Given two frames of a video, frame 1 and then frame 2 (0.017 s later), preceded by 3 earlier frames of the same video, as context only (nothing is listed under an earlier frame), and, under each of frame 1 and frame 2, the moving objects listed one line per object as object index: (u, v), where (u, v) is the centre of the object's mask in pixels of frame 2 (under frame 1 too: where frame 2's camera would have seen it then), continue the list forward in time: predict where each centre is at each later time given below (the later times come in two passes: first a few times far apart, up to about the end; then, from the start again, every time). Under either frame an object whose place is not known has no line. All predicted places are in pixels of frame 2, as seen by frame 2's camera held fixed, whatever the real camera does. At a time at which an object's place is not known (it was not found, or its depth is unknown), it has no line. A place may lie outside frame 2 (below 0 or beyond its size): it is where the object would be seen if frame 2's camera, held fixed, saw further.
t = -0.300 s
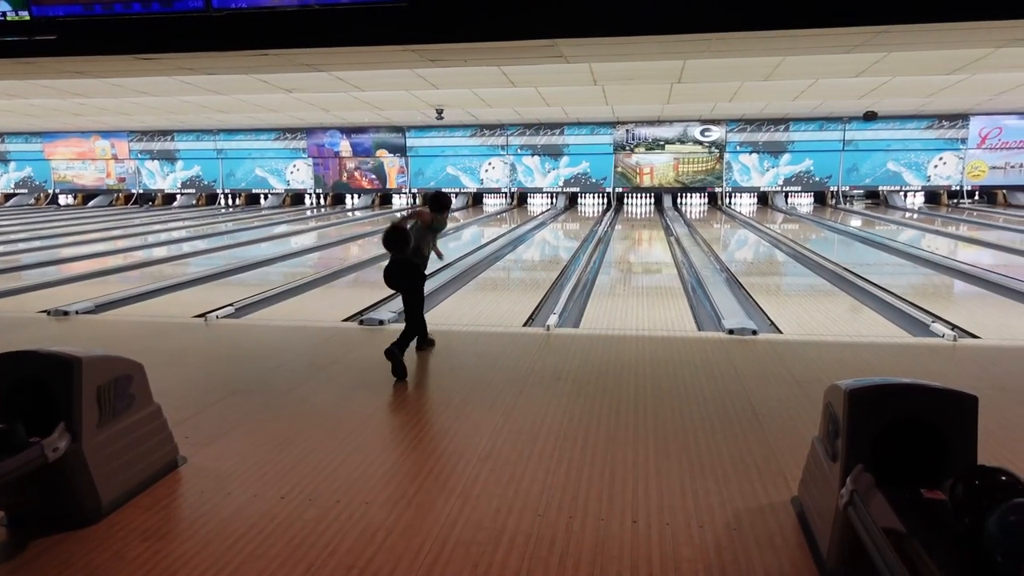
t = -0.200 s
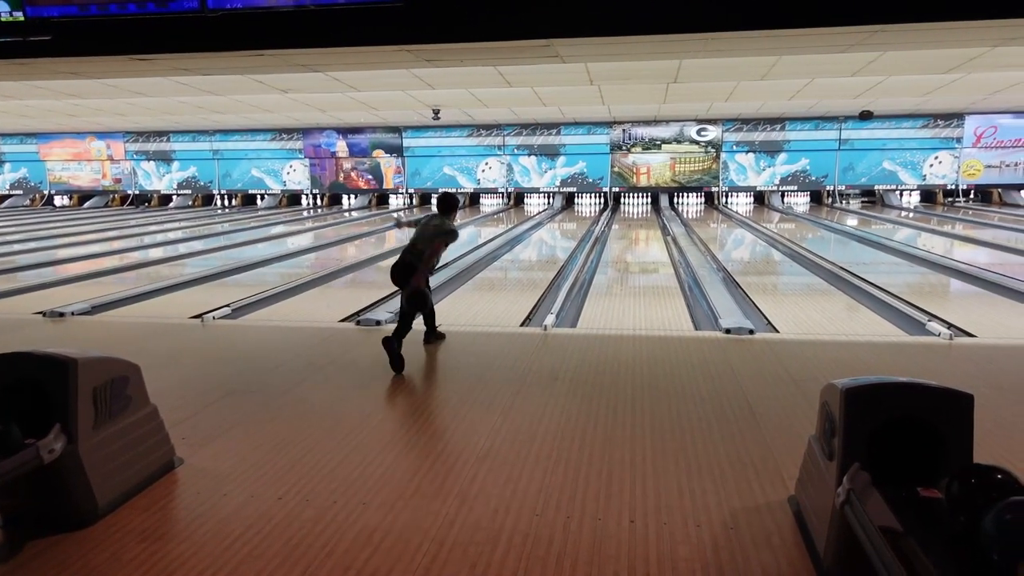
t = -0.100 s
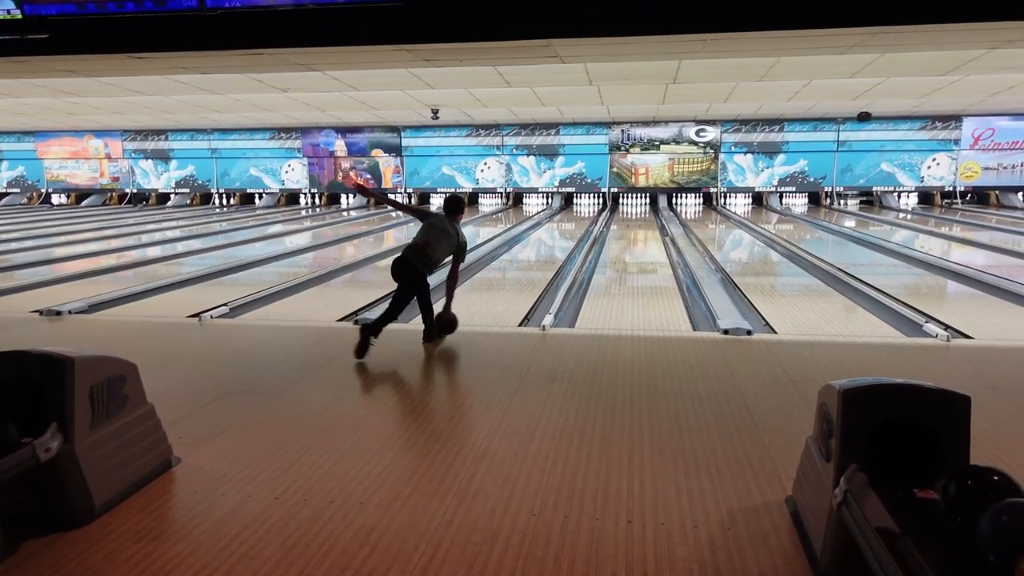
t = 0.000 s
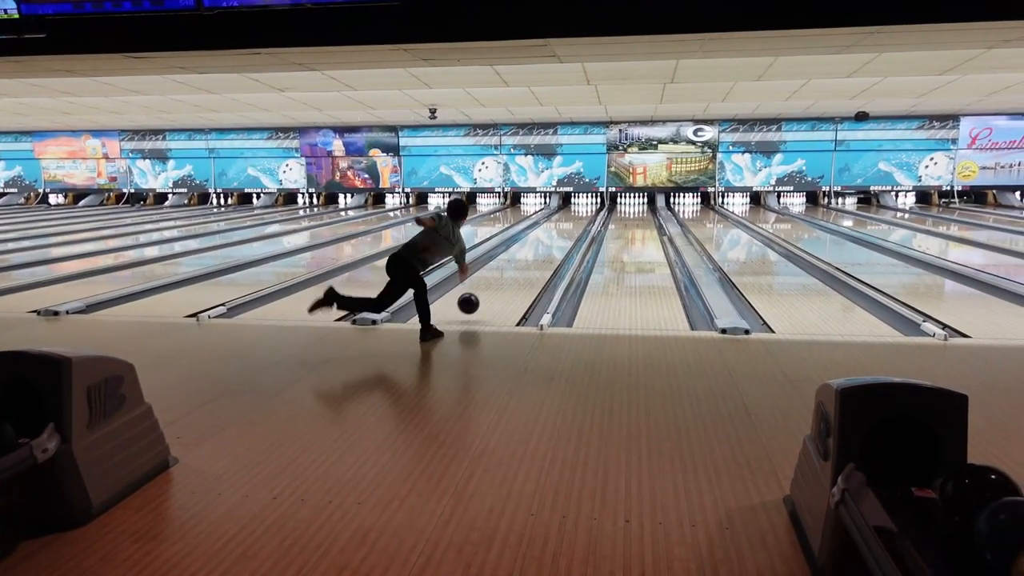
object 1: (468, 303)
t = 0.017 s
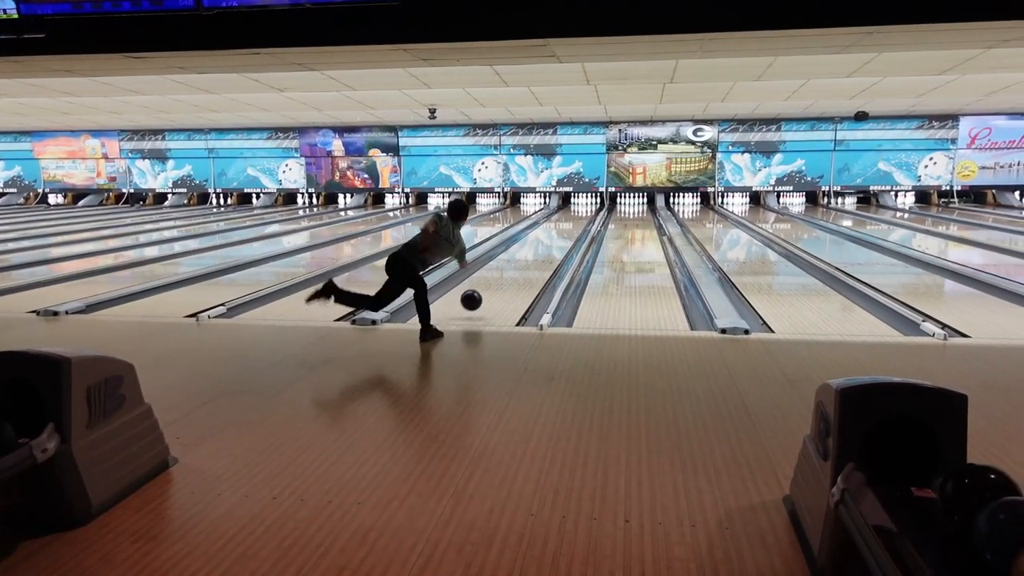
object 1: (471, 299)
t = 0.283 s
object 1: (510, 274)
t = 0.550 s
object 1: (535, 254)
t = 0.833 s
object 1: (553, 239)
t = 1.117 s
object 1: (565, 228)
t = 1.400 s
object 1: (574, 219)
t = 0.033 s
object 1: (474, 296)
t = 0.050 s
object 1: (477, 294)
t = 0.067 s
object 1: (480, 291)
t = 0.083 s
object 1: (483, 290)
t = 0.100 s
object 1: (486, 288)
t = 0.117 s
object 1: (488, 287)
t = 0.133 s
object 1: (491, 286)
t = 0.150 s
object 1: (493, 285)
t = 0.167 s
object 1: (496, 285)
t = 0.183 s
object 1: (498, 284)
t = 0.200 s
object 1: (500, 283)
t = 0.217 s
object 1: (502, 281)
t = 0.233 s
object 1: (504, 279)
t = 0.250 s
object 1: (506, 277)
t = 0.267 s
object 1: (508, 276)
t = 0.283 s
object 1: (510, 274)
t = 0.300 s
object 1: (512, 273)
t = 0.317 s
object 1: (514, 271)
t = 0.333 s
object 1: (516, 270)
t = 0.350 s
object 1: (518, 268)
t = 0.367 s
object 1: (519, 267)
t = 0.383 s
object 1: (521, 266)
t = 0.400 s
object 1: (523, 265)
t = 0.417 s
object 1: (526, 263)
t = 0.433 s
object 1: (526, 262)
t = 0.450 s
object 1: (527, 260)
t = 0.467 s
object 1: (529, 259)
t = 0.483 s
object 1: (530, 258)
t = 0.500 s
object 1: (531, 257)
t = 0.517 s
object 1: (533, 256)
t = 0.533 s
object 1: (534, 255)
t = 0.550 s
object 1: (535, 254)
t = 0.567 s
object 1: (536, 253)
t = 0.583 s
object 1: (538, 252)
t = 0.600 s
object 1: (539, 251)
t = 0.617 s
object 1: (540, 250)
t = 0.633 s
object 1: (541, 249)
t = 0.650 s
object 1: (542, 248)
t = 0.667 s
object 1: (543, 247)
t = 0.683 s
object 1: (544, 246)
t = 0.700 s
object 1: (545, 245)
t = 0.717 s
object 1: (546, 244)
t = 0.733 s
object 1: (547, 243)
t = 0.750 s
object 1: (548, 243)
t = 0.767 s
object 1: (549, 242)
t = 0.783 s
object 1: (550, 241)
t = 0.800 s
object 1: (551, 240)
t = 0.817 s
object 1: (552, 239)
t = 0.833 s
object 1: (553, 239)
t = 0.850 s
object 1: (553, 238)
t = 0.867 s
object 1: (554, 237)
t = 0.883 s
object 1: (555, 236)
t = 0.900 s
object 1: (556, 236)
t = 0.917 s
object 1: (557, 235)
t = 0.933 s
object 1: (558, 234)
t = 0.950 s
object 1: (558, 234)
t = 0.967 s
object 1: (559, 233)
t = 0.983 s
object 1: (560, 232)
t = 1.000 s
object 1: (560, 232)
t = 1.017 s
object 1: (561, 231)
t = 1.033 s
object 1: (562, 231)
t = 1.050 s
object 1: (562, 230)
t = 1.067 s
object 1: (563, 229)
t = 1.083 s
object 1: (564, 229)
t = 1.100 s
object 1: (564, 228)
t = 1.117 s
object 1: (565, 228)
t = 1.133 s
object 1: (565, 227)
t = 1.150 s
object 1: (566, 227)
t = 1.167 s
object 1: (567, 226)
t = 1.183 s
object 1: (567, 226)
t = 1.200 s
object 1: (568, 225)
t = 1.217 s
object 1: (568, 225)
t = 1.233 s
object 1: (569, 224)
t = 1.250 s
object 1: (569, 224)
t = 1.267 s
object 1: (570, 223)
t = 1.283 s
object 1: (570, 223)
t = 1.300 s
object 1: (571, 222)
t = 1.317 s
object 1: (572, 222)
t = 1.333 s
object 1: (572, 221)
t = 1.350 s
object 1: (572, 221)
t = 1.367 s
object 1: (573, 220)
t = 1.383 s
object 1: (573, 220)
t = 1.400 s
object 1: (574, 219)
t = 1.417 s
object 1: (574, 219)
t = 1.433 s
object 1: (575, 219)
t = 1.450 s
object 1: (575, 218)
